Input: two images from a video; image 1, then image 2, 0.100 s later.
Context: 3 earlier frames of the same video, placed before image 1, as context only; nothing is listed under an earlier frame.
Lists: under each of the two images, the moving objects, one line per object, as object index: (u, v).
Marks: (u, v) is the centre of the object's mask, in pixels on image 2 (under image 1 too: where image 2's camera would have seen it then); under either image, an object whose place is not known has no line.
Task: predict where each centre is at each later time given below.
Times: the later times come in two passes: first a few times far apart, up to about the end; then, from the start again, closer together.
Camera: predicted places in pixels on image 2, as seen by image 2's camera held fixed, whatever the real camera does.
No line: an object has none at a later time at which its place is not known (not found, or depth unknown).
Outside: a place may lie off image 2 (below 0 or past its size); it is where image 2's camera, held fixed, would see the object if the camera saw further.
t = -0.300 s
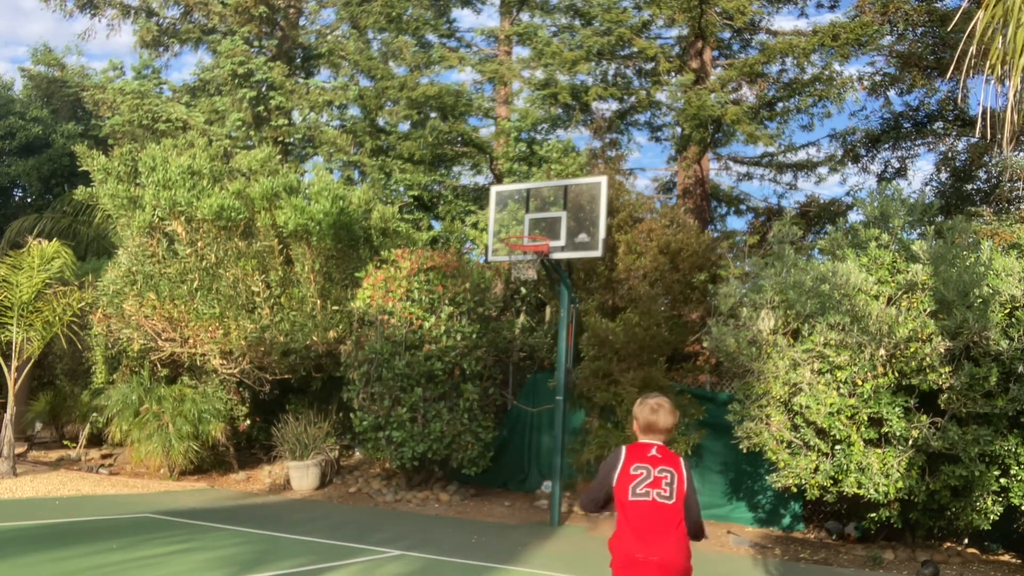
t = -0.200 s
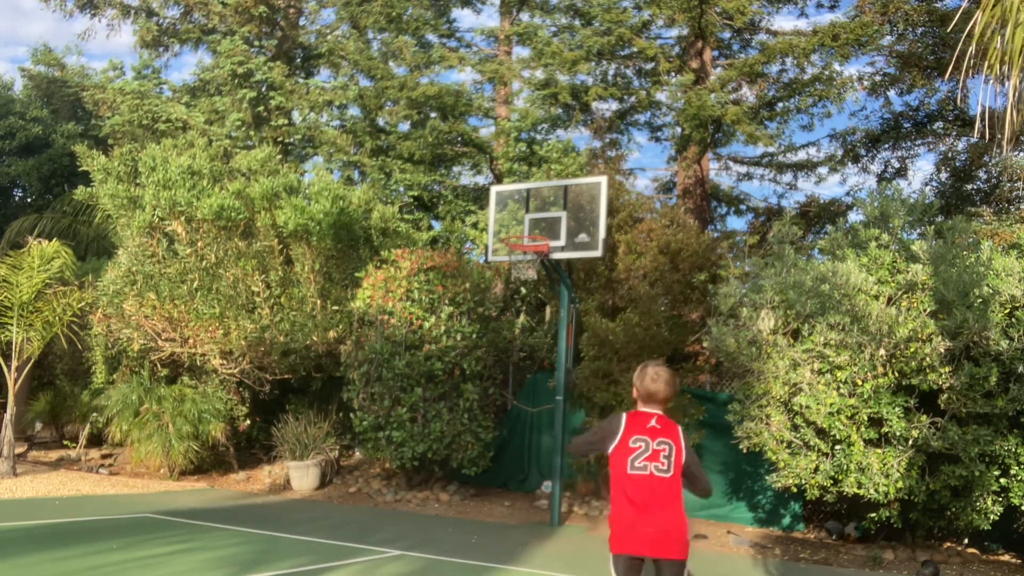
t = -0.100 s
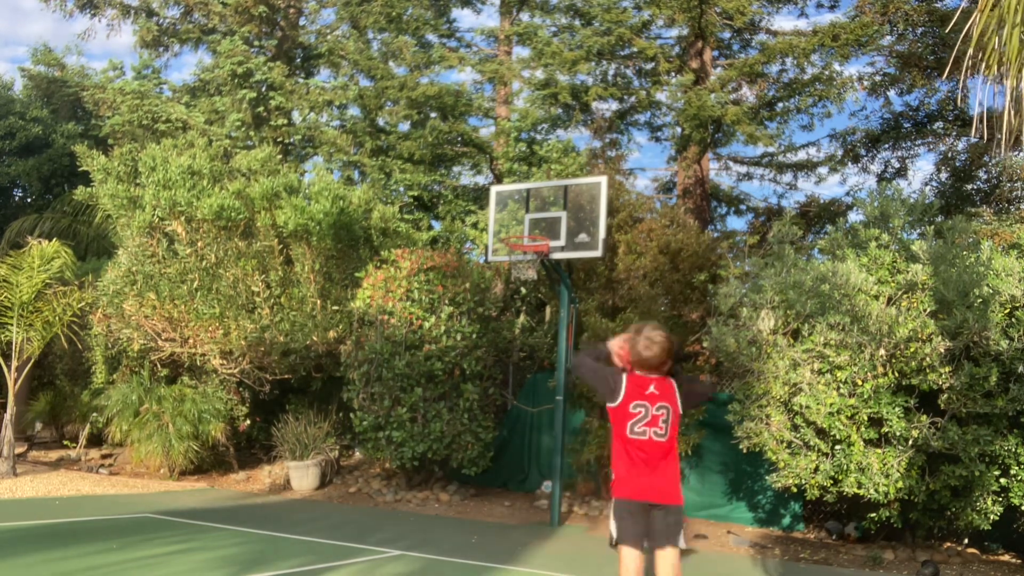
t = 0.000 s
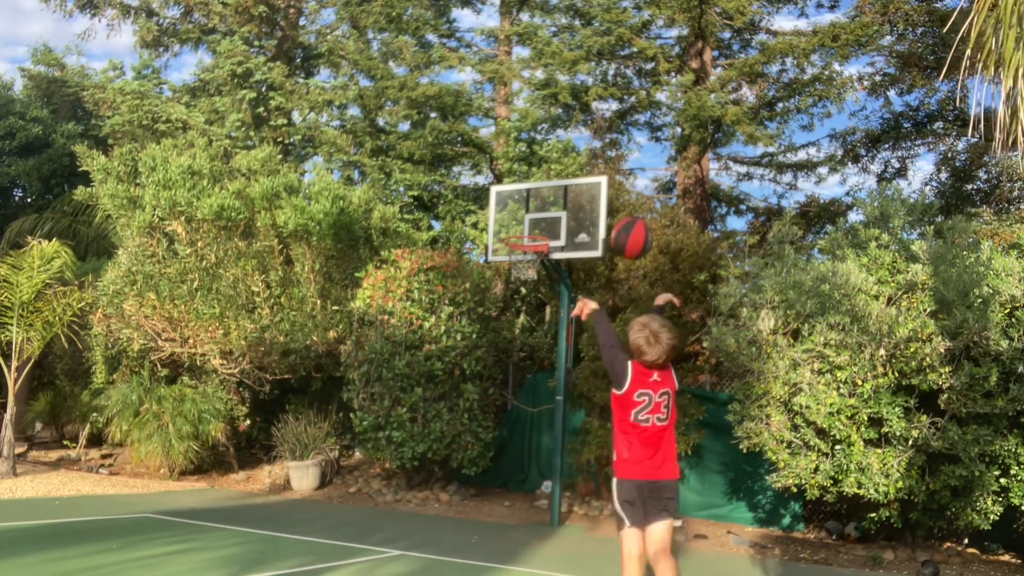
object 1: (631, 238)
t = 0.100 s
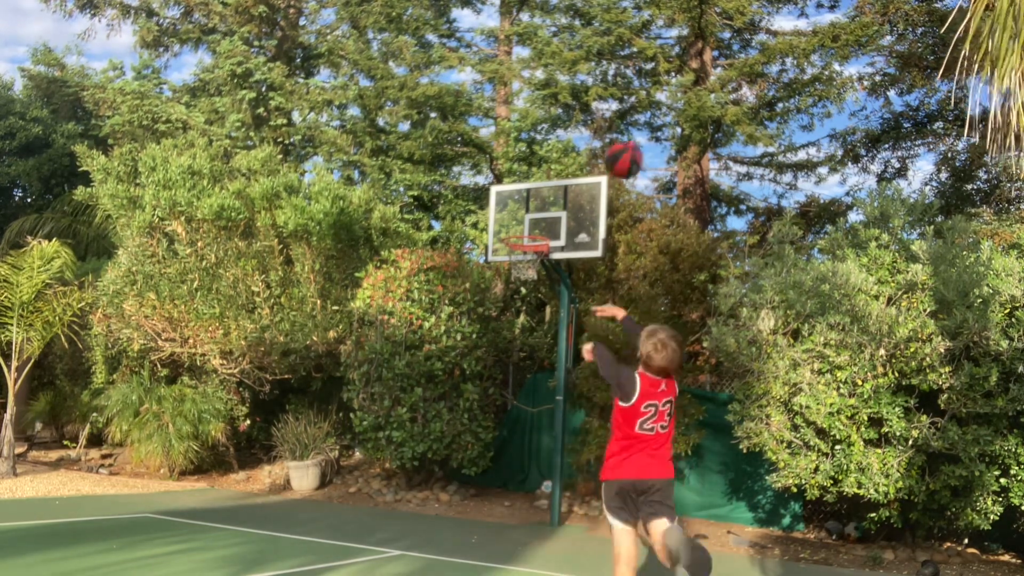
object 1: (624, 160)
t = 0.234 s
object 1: (615, 100)
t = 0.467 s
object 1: (601, 75)
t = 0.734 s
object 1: (585, 124)
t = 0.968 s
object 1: (575, 212)
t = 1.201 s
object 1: (526, 289)
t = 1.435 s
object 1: (454, 406)
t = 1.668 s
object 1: (383, 482)
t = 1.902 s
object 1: (329, 361)
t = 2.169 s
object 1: (254, 290)
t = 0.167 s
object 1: (618, 125)
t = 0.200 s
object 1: (617, 111)
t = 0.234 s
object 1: (615, 100)
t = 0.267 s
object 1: (613, 90)
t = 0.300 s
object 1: (611, 84)
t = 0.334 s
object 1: (608, 78)
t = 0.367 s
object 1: (606, 75)
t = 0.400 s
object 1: (604, 73)
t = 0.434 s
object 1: (603, 74)
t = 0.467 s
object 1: (601, 75)
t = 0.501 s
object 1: (600, 78)
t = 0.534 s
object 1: (597, 82)
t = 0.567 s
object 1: (595, 86)
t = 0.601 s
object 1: (593, 92)
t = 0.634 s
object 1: (591, 99)
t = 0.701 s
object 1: (587, 115)
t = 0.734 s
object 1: (585, 124)
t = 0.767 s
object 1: (583, 135)
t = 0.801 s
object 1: (582, 146)
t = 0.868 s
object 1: (580, 171)
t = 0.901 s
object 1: (578, 185)
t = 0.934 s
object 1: (577, 198)
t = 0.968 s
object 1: (575, 212)
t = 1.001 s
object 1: (573, 227)
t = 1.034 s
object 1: (572, 244)
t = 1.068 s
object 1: (562, 251)
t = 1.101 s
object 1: (553, 259)
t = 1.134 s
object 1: (544, 268)
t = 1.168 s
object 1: (536, 276)
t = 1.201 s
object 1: (526, 289)
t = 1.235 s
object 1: (516, 301)
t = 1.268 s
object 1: (506, 315)
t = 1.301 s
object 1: (495, 330)
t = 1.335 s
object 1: (487, 348)
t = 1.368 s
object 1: (475, 367)
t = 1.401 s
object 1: (465, 385)
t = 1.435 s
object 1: (454, 406)
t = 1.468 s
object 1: (444, 429)
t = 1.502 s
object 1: (432, 455)
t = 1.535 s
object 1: (419, 480)
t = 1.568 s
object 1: (409, 508)
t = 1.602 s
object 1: (398, 532)
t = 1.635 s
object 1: (390, 506)
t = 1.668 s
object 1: (383, 482)
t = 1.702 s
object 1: (375, 462)
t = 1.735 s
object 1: (368, 442)
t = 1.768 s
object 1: (362, 422)
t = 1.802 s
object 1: (353, 404)
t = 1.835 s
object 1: (345, 387)
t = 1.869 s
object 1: (337, 373)
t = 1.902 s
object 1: (329, 361)
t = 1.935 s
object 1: (321, 347)
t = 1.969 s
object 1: (312, 334)
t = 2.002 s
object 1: (303, 324)
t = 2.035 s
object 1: (294, 315)
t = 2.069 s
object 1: (284, 306)
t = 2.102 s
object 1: (276, 299)
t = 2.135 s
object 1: (265, 294)
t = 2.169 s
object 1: (254, 290)
